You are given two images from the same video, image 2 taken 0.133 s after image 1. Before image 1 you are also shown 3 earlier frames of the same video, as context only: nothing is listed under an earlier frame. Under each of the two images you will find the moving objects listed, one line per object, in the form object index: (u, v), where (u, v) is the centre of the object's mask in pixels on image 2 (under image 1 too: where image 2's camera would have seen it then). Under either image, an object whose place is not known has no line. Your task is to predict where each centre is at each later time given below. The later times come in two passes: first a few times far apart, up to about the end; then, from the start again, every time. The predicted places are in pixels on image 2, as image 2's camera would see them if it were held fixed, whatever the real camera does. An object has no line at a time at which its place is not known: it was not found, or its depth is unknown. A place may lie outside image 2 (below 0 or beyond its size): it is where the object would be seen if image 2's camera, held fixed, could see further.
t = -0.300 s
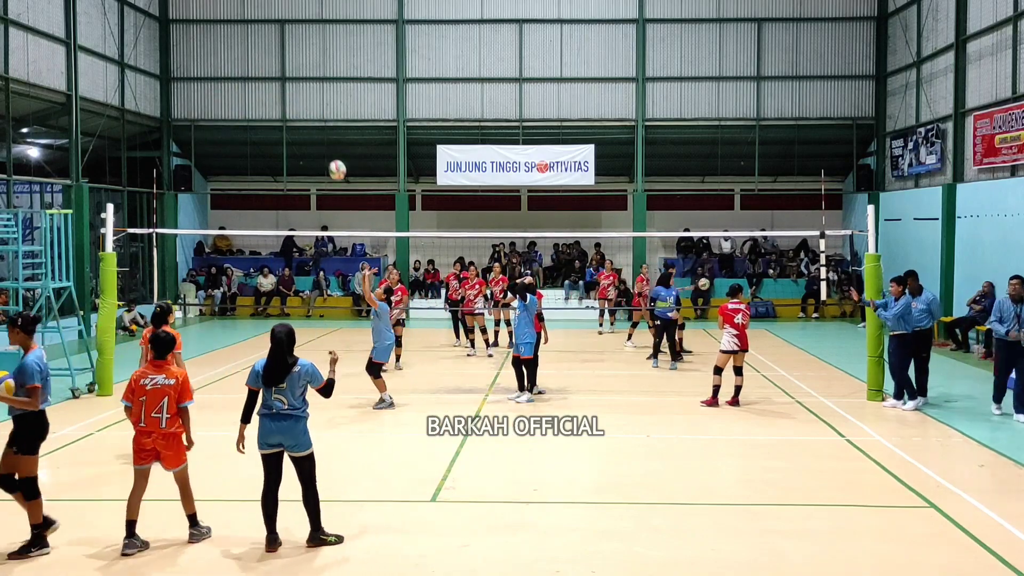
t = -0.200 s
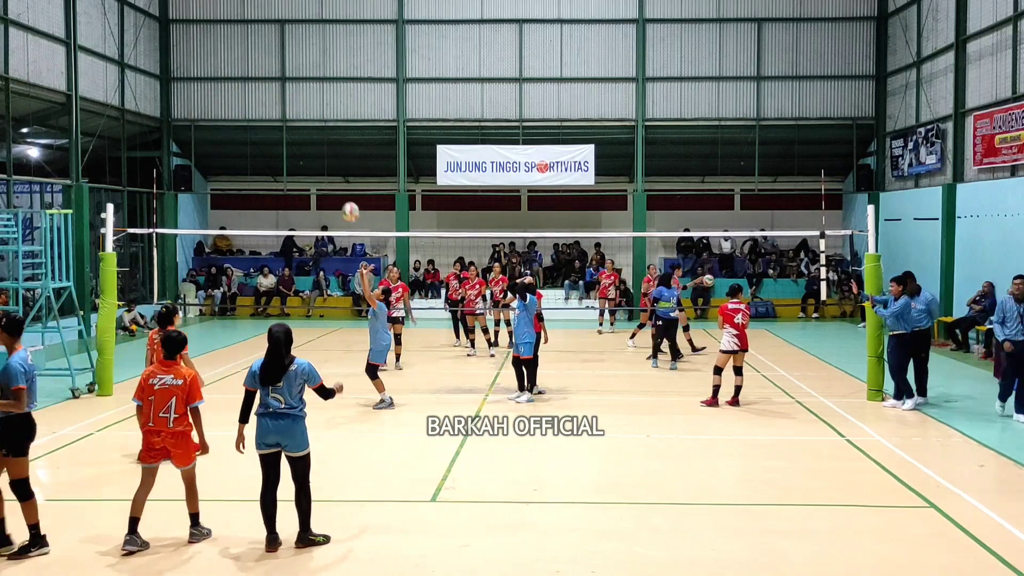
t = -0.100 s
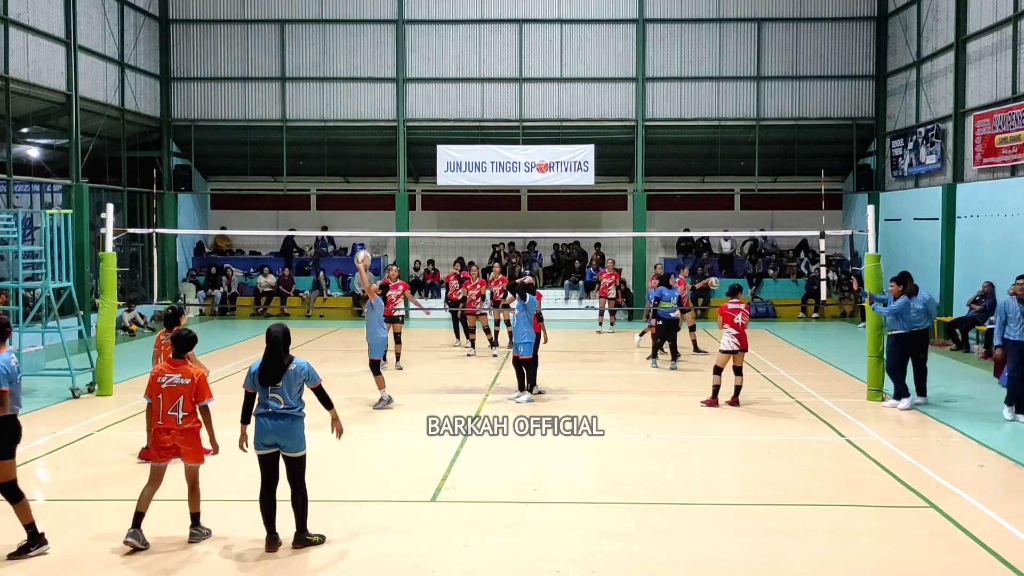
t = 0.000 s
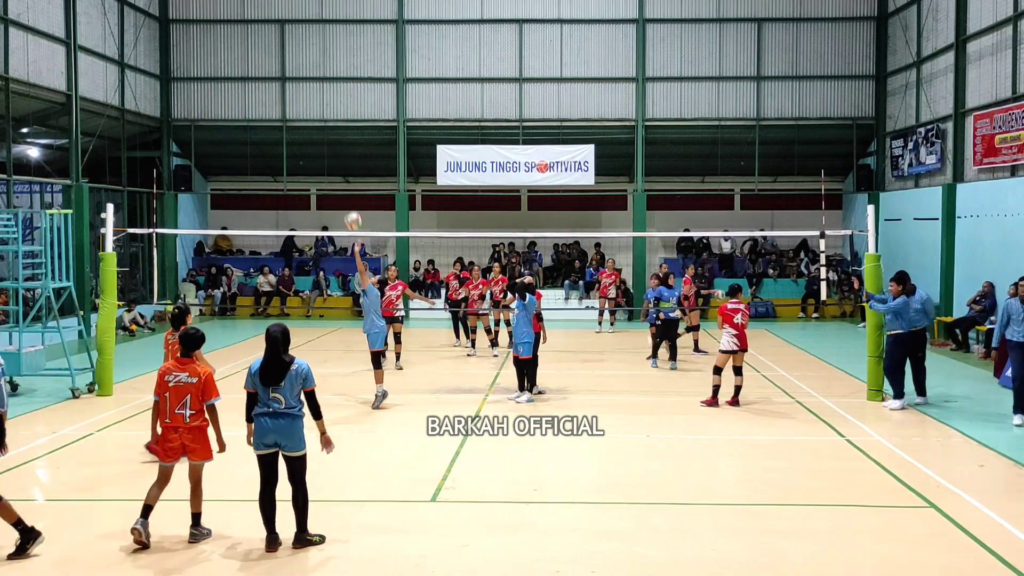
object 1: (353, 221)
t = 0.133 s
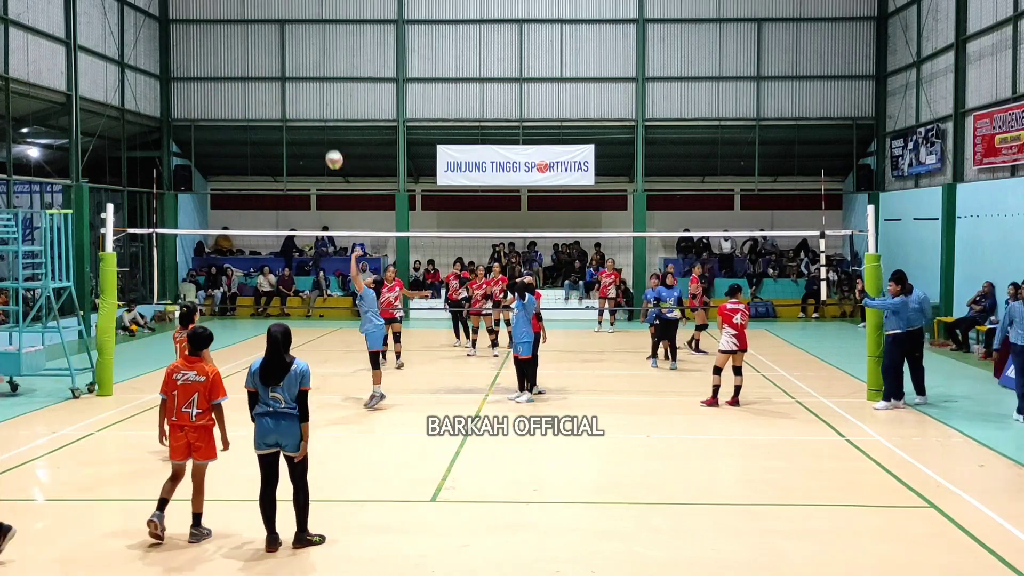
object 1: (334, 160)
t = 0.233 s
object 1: (320, 124)
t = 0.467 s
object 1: (290, 71)
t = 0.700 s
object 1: (261, 60)
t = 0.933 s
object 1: (234, 92)
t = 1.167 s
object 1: (208, 163)
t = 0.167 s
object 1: (329, 146)
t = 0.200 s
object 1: (325, 134)
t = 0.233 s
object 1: (320, 124)
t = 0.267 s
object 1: (316, 113)
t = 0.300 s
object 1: (312, 103)
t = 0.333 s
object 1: (307, 95)
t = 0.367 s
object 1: (303, 87)
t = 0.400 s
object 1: (298, 80)
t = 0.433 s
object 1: (294, 75)
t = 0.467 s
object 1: (290, 71)
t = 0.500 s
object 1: (286, 67)
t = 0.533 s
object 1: (282, 63)
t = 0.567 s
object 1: (278, 61)
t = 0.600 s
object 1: (274, 60)
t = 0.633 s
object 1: (270, 59)
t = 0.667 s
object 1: (265, 59)
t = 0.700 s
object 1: (261, 60)
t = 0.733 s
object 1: (257, 63)
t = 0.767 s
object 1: (253, 65)
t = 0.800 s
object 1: (249, 69)
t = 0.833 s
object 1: (246, 74)
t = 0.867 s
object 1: (242, 79)
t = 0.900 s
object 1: (238, 85)
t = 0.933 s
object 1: (234, 92)
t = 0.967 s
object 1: (231, 100)
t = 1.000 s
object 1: (227, 110)
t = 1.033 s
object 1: (223, 119)
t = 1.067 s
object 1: (219, 129)
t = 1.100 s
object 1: (215, 139)
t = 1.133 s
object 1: (212, 151)
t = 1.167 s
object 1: (208, 163)
